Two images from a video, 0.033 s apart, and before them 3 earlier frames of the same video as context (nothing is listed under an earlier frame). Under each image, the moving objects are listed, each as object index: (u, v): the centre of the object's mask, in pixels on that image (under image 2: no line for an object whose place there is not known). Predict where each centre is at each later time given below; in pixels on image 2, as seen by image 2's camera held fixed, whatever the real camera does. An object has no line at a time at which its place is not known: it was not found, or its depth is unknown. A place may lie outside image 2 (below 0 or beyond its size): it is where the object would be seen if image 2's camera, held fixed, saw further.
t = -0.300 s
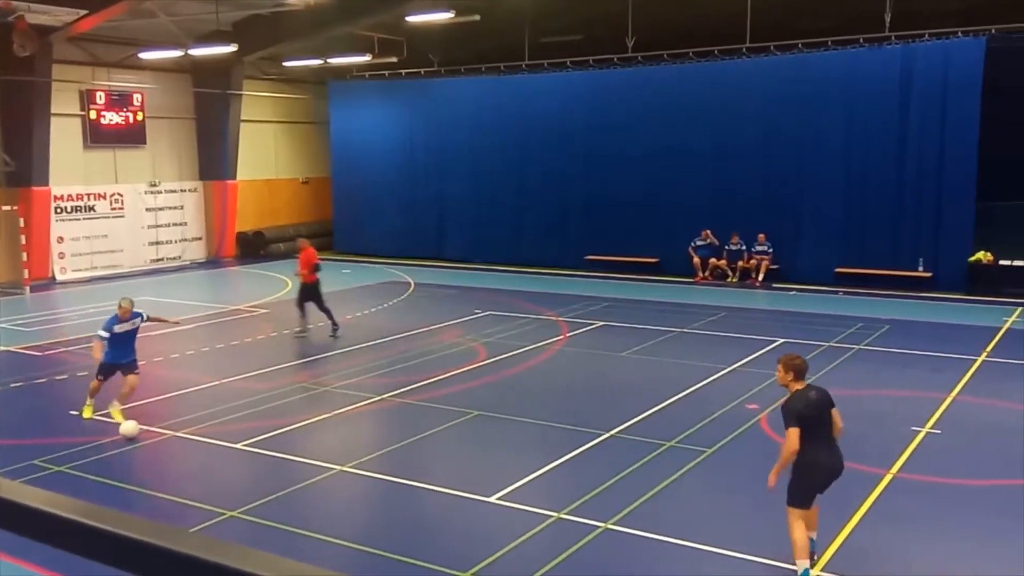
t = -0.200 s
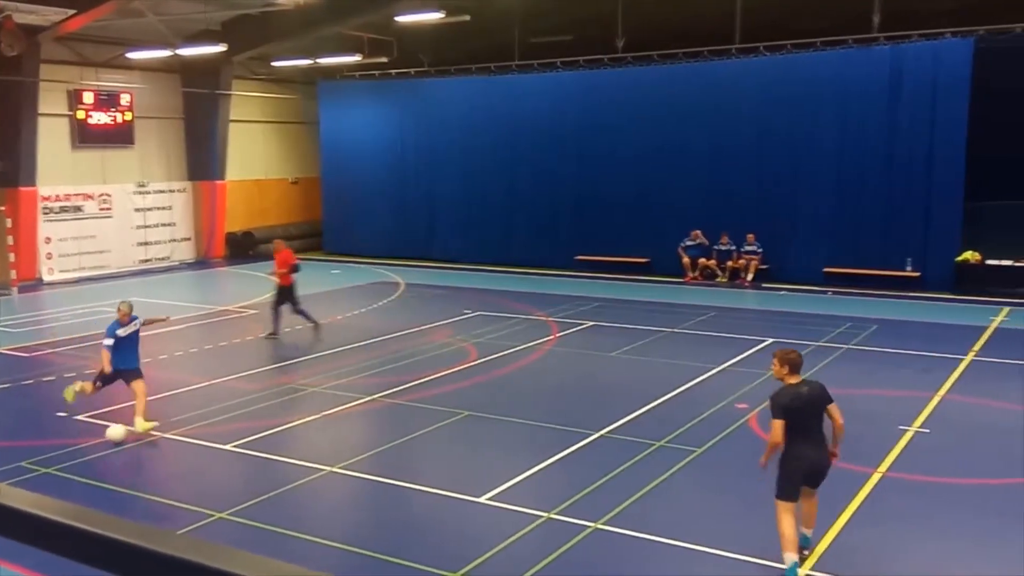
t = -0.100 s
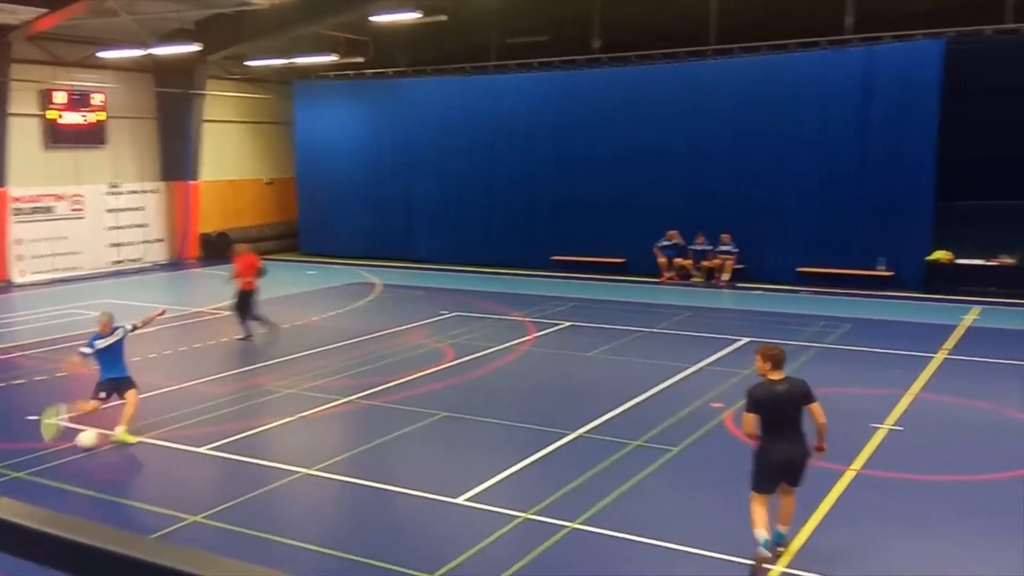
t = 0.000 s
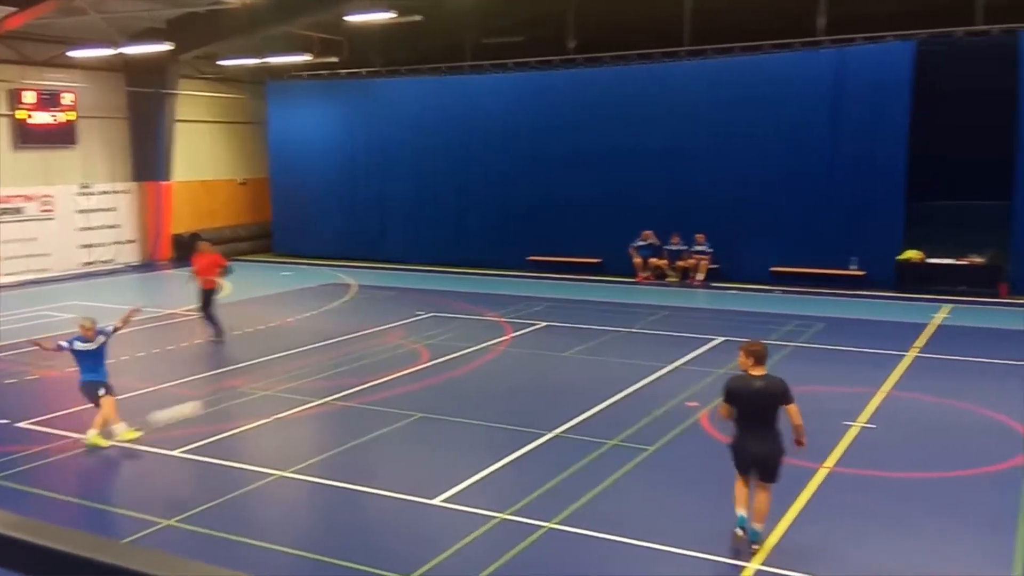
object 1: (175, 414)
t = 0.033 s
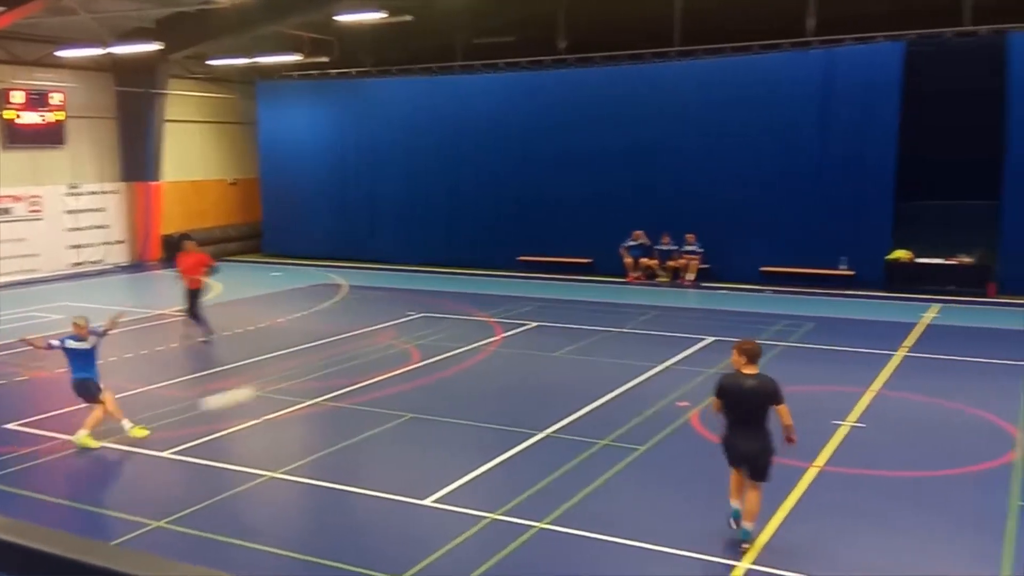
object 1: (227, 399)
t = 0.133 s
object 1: (423, 353)
